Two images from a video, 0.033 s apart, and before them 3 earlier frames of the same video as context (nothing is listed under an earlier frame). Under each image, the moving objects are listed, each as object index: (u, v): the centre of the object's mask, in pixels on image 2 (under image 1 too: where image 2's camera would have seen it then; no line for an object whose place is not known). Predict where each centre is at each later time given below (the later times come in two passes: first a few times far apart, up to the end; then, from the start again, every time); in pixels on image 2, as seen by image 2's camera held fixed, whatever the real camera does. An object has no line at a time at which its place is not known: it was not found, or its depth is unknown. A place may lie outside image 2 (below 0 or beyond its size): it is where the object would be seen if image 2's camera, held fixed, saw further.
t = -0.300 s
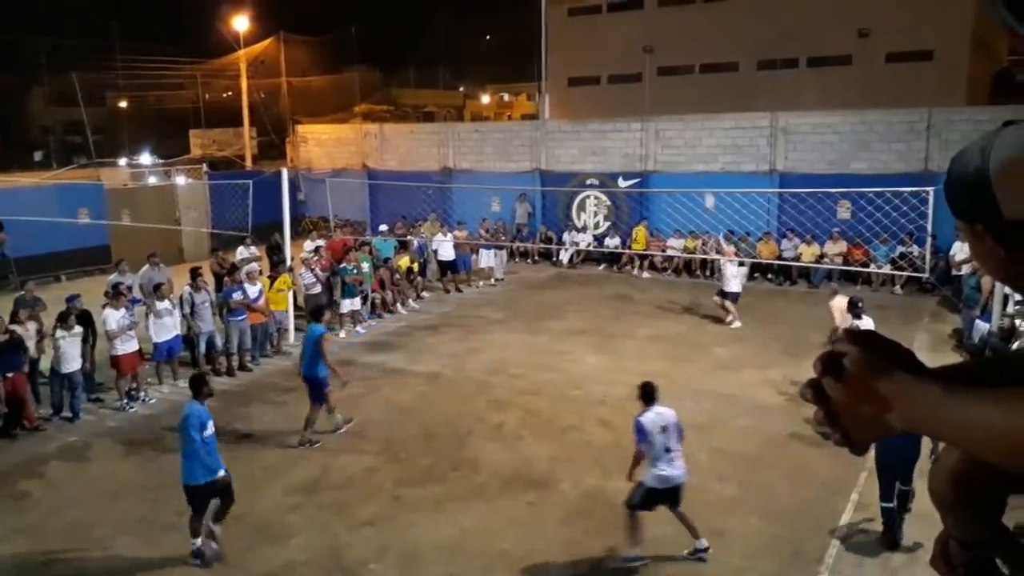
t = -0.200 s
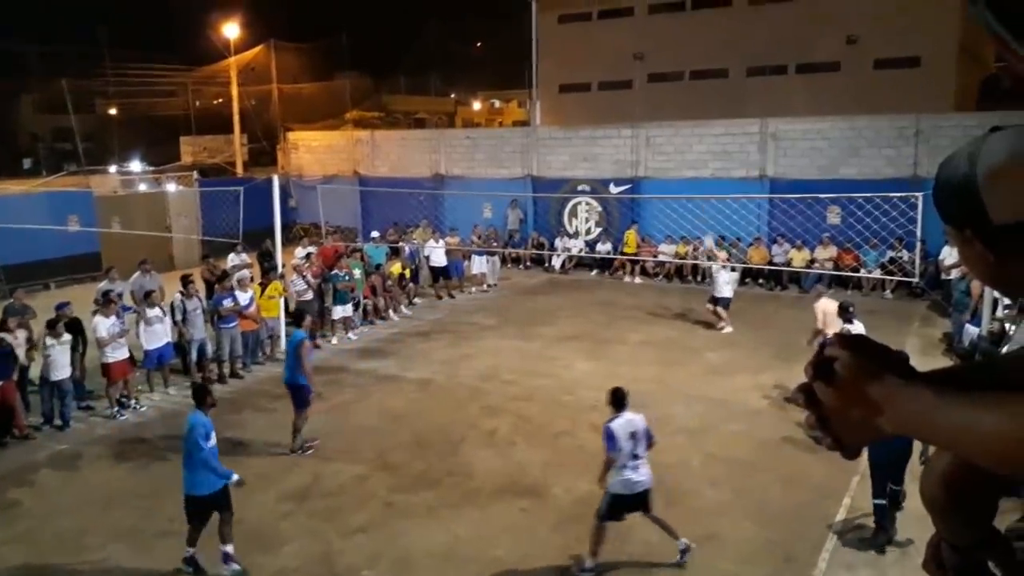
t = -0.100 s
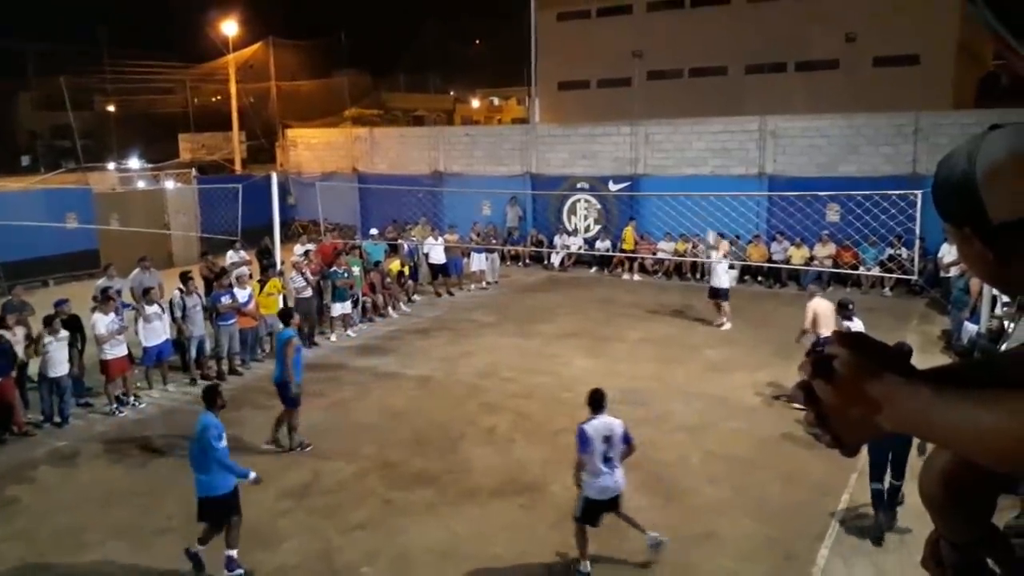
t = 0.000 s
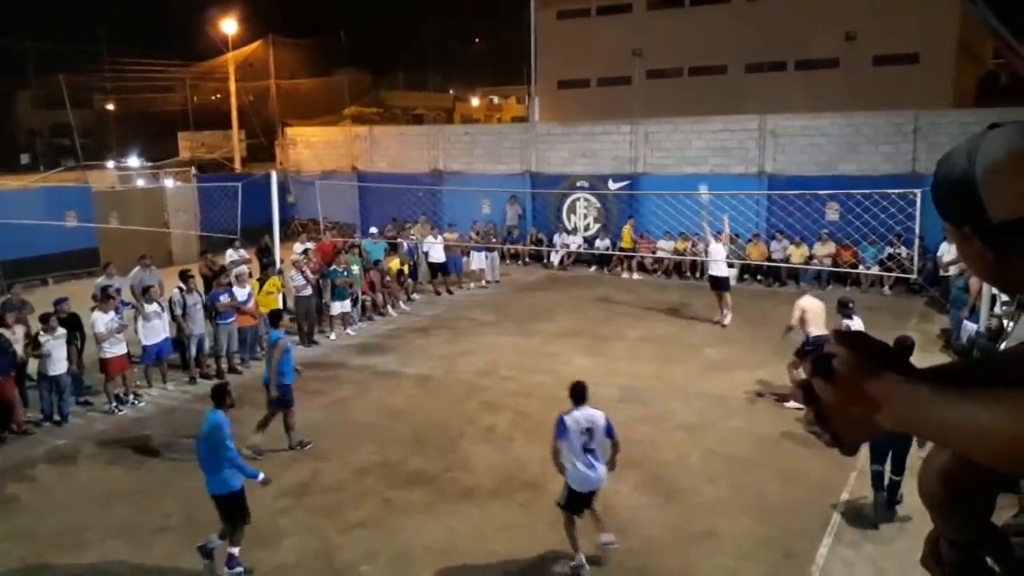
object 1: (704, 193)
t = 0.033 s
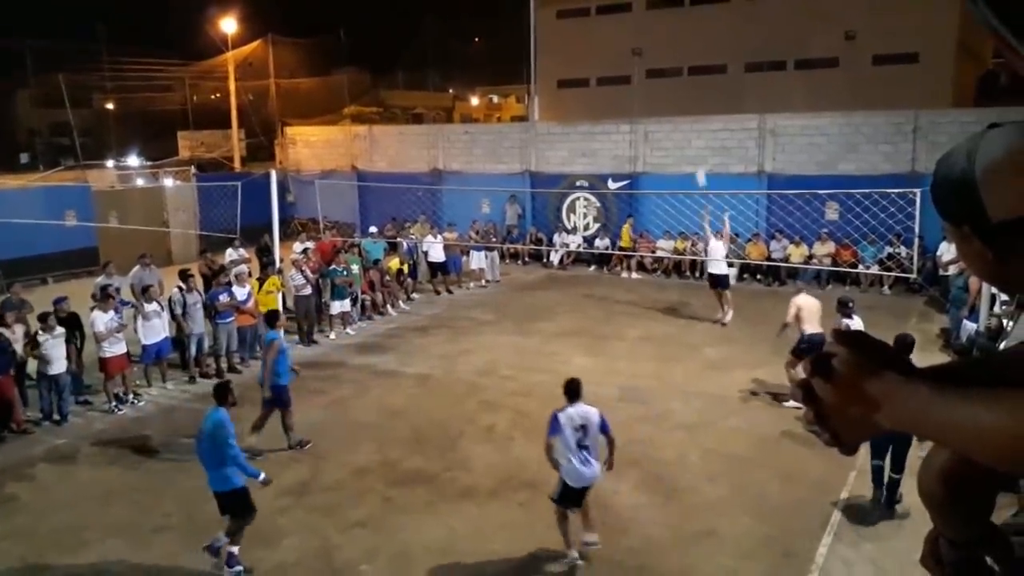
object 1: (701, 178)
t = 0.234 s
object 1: (685, 101)
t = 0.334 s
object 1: (676, 70)
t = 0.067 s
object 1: (698, 163)
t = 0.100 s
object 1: (695, 150)
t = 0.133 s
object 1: (692, 137)
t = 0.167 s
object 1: (690, 123)
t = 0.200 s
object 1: (687, 112)
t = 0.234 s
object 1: (685, 101)
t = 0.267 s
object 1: (682, 90)
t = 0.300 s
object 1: (679, 80)
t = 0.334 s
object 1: (676, 70)
